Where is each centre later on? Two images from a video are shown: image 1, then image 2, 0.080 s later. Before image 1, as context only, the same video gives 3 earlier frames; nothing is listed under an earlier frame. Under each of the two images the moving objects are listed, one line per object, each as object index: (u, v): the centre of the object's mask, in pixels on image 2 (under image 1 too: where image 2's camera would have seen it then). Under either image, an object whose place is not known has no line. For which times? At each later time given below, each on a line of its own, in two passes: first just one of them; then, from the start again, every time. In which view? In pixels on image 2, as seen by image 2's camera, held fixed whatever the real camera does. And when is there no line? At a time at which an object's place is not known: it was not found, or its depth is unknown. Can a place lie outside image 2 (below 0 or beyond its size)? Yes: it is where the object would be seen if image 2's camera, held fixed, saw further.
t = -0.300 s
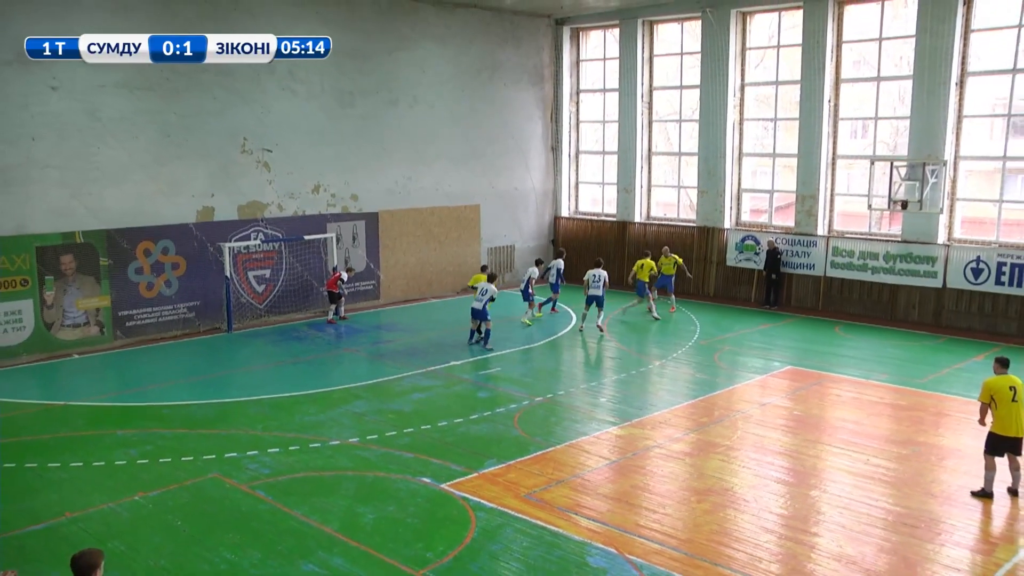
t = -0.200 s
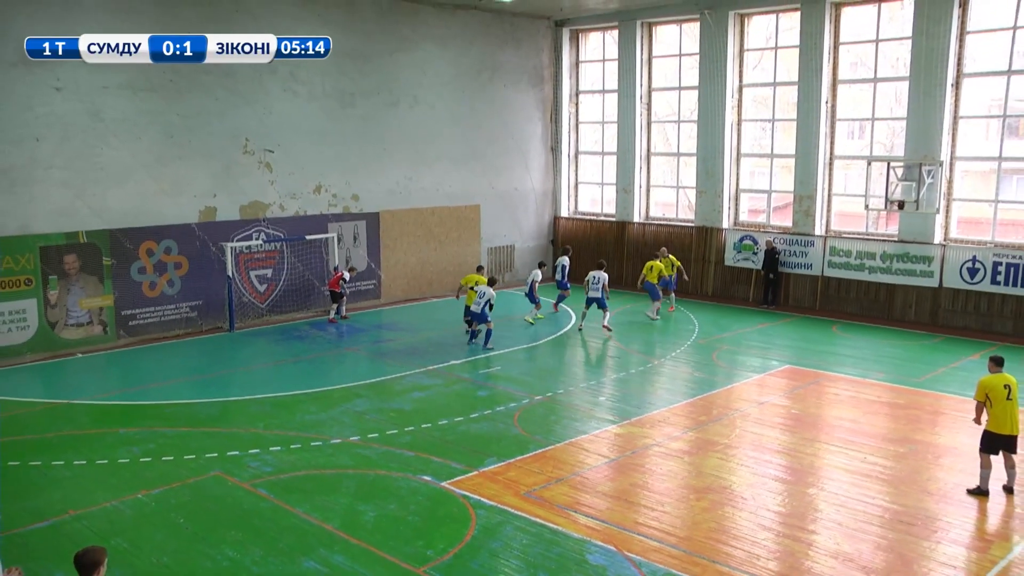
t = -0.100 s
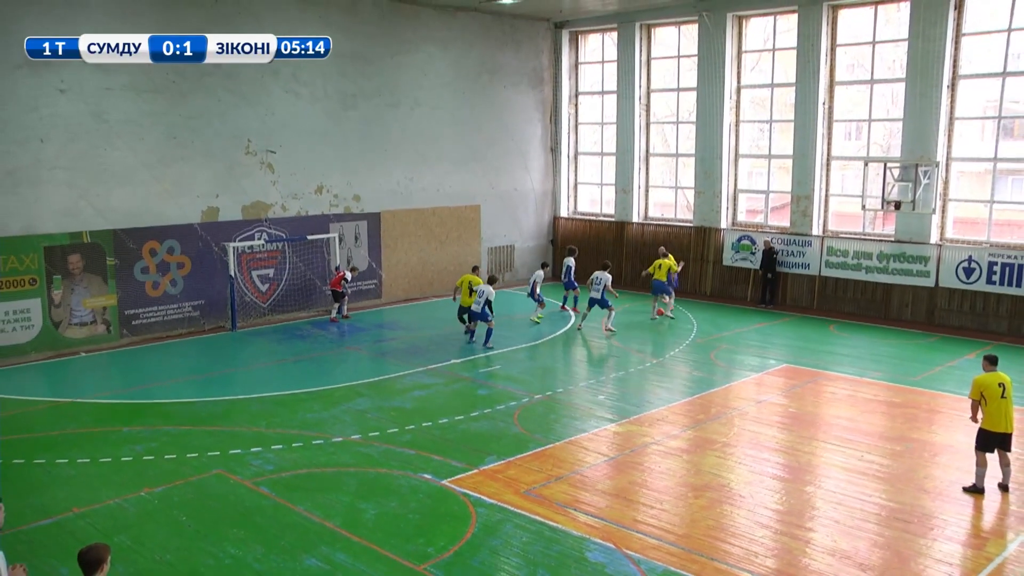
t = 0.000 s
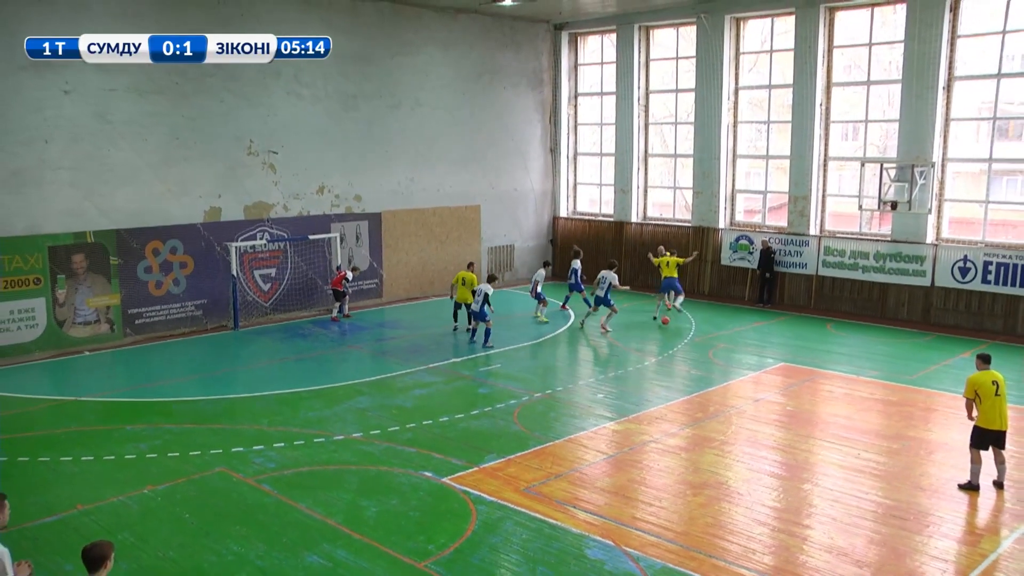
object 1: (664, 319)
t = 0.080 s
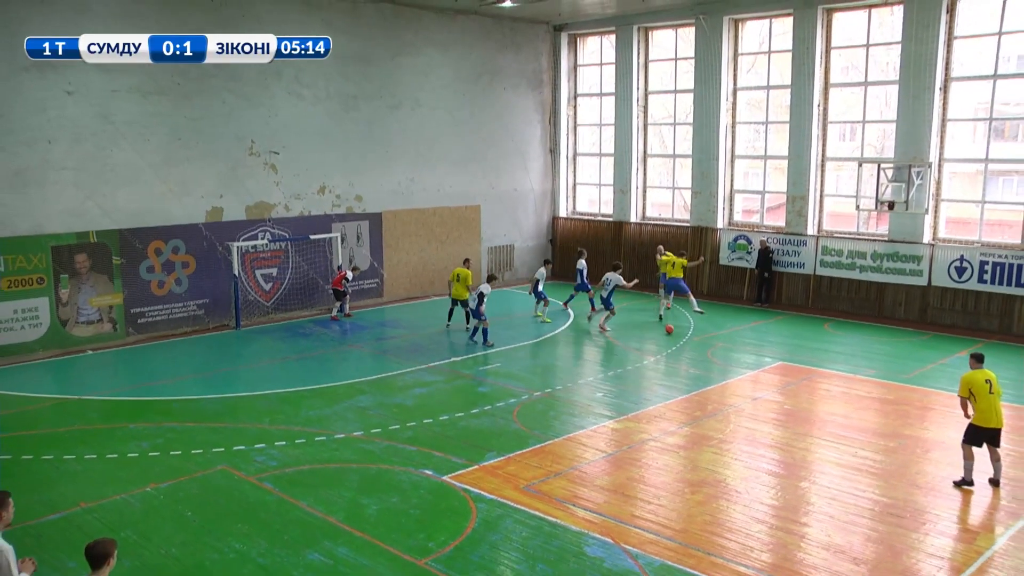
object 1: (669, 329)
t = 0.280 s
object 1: (683, 346)
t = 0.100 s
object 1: (670, 330)
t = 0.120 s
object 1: (672, 331)
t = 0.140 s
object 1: (673, 333)
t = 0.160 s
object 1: (675, 334)
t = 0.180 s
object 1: (676, 337)
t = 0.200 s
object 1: (677, 339)
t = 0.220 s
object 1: (679, 341)
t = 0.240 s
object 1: (680, 343)
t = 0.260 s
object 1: (681, 344)
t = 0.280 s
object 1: (683, 346)
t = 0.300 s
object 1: (684, 347)
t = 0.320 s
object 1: (686, 348)
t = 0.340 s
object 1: (687, 350)
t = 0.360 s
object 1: (689, 352)
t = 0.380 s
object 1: (690, 354)
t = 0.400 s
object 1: (691, 356)
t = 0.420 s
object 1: (693, 357)
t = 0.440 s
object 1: (694, 358)
